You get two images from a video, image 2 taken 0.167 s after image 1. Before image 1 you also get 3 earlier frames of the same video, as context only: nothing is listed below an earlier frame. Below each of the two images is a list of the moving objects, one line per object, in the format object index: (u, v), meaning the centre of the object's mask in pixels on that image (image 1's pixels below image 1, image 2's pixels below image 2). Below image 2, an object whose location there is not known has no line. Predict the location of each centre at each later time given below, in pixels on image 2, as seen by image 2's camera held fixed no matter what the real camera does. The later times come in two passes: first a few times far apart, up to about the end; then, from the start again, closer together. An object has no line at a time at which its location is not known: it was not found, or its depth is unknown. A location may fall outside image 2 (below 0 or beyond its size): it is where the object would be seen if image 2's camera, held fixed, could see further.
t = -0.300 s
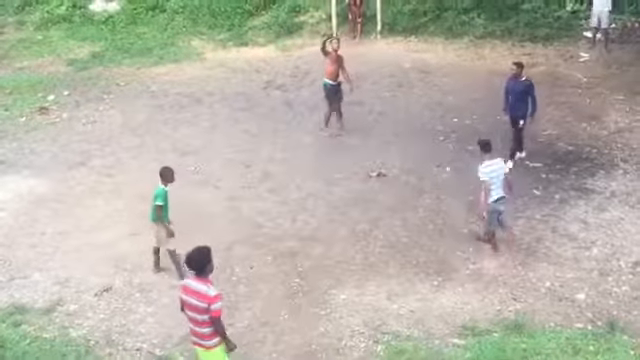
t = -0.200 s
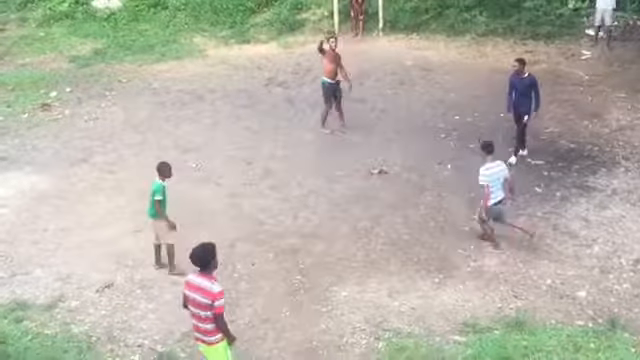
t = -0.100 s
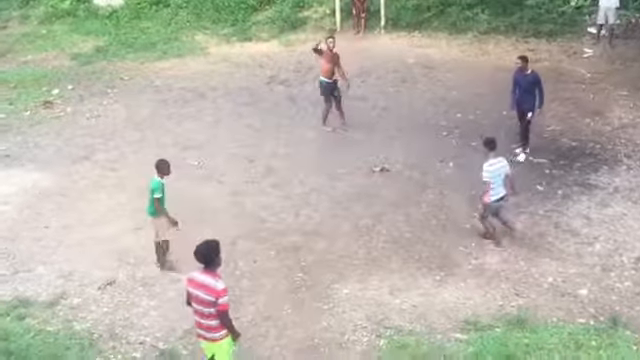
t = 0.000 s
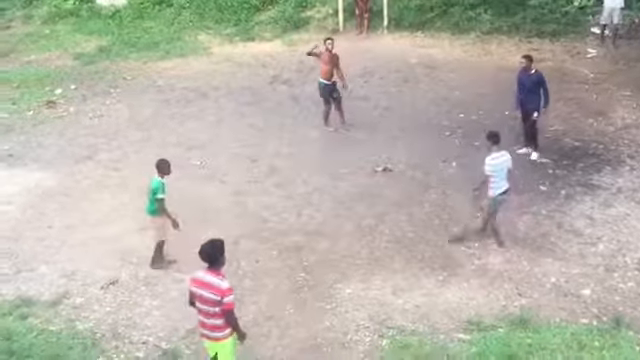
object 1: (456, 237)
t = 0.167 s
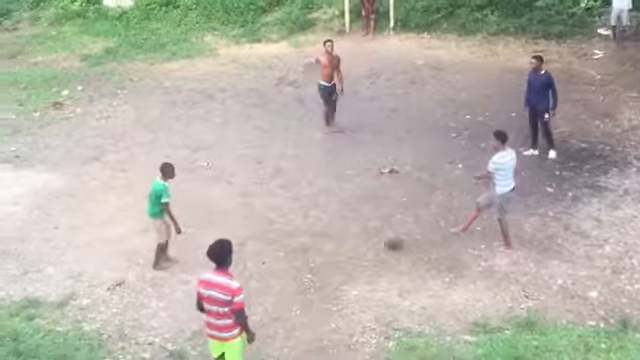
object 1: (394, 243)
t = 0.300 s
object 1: (342, 252)
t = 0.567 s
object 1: (270, 262)
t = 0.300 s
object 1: (342, 252)
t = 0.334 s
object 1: (333, 252)
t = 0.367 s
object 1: (323, 250)
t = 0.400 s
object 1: (316, 250)
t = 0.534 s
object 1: (281, 260)
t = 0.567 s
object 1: (270, 262)
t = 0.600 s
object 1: (263, 262)
